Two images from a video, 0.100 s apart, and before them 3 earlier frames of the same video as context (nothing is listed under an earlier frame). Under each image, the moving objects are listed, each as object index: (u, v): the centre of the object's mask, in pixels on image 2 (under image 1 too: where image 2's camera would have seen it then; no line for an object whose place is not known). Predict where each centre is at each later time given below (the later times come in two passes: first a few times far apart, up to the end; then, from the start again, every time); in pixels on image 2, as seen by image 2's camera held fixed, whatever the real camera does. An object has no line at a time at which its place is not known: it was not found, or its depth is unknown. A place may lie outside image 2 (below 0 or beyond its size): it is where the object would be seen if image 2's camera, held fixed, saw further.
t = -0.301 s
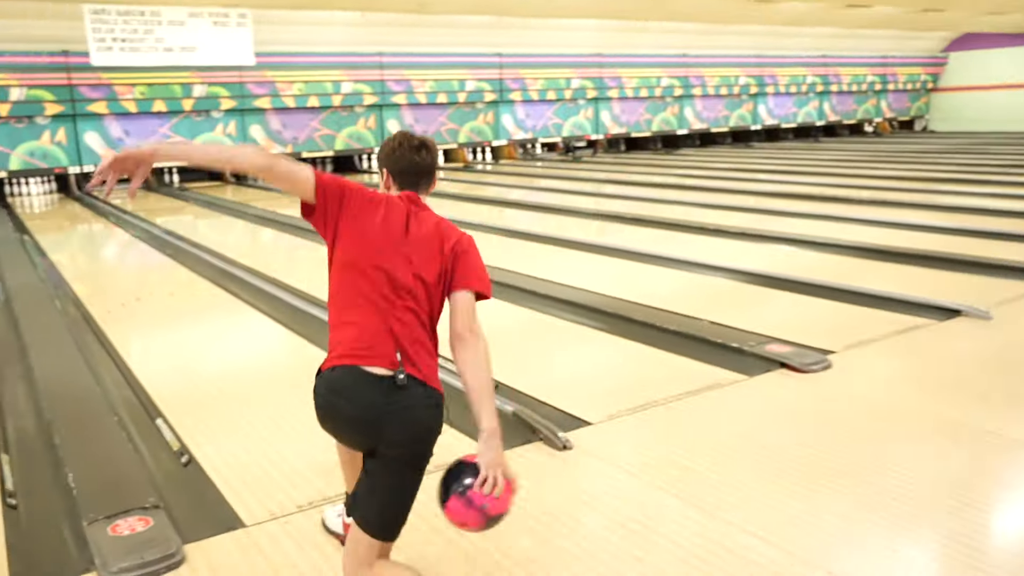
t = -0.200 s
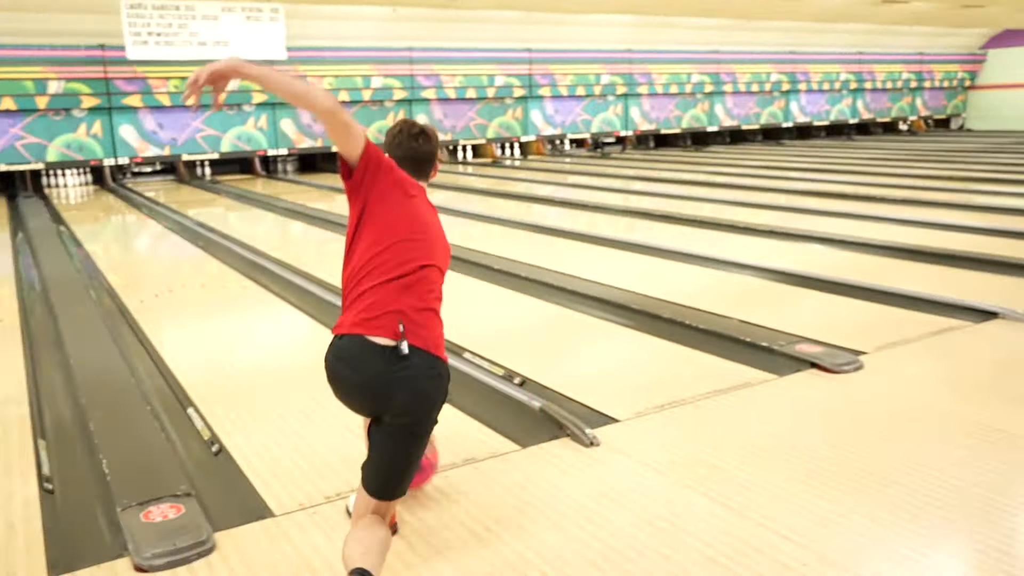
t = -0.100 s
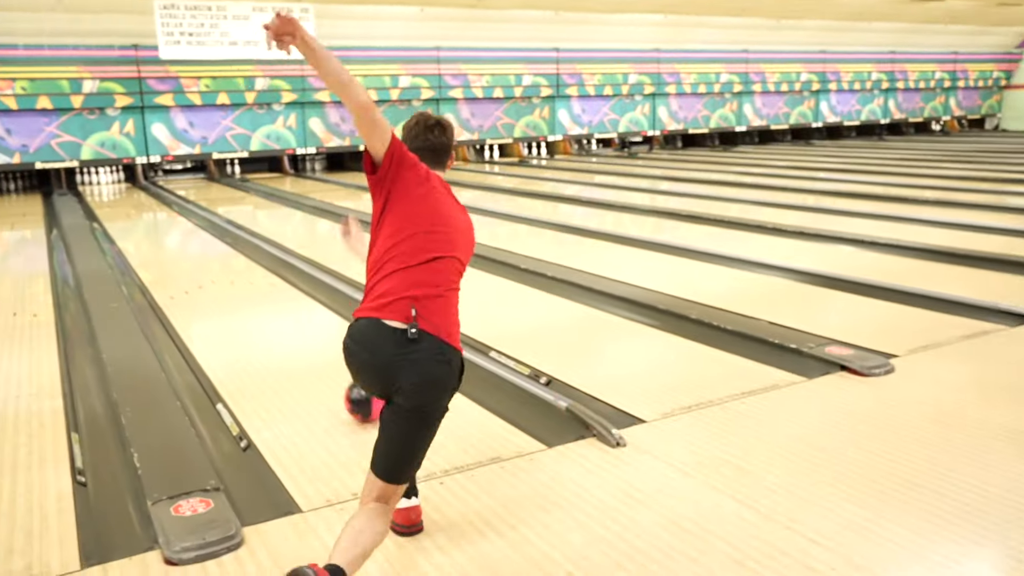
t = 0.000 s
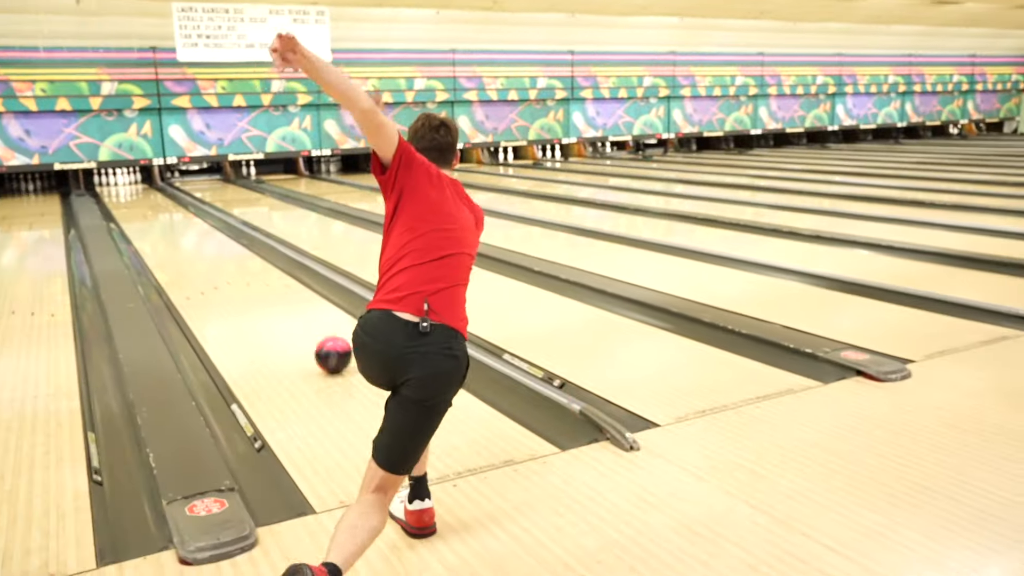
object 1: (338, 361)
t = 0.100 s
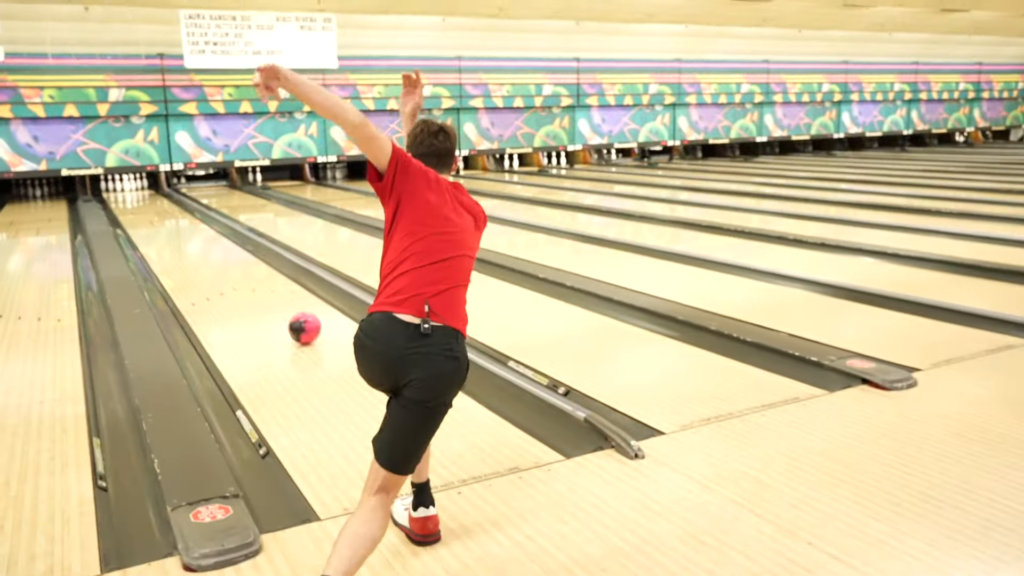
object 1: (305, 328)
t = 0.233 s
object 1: (272, 296)
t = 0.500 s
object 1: (231, 256)
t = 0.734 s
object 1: (208, 234)
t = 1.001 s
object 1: (189, 218)
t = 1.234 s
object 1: (175, 207)
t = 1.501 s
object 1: (160, 198)
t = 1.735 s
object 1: (148, 193)
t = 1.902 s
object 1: (138, 191)
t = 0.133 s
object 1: (295, 319)
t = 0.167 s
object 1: (287, 311)
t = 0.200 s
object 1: (279, 303)
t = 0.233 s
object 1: (272, 296)
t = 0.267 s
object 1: (266, 290)
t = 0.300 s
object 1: (259, 284)
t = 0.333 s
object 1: (254, 278)
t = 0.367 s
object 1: (248, 273)
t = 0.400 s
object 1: (244, 268)
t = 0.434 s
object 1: (239, 264)
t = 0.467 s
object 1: (235, 260)
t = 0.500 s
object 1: (231, 256)
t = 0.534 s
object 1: (227, 252)
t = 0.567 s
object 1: (223, 249)
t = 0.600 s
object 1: (220, 245)
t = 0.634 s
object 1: (216, 243)
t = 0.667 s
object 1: (213, 240)
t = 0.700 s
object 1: (210, 237)
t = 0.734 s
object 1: (208, 234)
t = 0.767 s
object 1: (205, 232)
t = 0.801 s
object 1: (202, 229)
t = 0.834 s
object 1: (200, 227)
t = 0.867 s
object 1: (198, 225)
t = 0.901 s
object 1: (196, 222)
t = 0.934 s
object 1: (194, 221)
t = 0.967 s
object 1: (191, 219)
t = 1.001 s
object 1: (189, 218)
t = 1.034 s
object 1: (187, 215)
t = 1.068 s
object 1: (185, 214)
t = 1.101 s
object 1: (182, 213)
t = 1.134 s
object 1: (181, 211)
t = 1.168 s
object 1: (180, 209)
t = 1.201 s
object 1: (178, 208)
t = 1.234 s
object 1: (175, 207)
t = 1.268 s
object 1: (174, 206)
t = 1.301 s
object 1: (172, 204)
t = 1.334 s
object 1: (170, 203)
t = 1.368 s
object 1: (168, 202)
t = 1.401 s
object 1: (167, 201)
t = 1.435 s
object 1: (165, 200)
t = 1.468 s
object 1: (163, 199)
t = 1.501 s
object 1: (160, 198)
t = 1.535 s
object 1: (160, 197)
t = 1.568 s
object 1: (158, 196)
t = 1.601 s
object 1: (154, 196)
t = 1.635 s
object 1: (154, 195)
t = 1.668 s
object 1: (151, 194)
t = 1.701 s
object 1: (152, 194)
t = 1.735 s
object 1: (148, 193)
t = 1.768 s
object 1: (146, 193)
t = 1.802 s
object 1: (144, 192)
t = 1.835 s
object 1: (142, 192)
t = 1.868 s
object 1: (140, 191)
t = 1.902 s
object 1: (138, 191)
